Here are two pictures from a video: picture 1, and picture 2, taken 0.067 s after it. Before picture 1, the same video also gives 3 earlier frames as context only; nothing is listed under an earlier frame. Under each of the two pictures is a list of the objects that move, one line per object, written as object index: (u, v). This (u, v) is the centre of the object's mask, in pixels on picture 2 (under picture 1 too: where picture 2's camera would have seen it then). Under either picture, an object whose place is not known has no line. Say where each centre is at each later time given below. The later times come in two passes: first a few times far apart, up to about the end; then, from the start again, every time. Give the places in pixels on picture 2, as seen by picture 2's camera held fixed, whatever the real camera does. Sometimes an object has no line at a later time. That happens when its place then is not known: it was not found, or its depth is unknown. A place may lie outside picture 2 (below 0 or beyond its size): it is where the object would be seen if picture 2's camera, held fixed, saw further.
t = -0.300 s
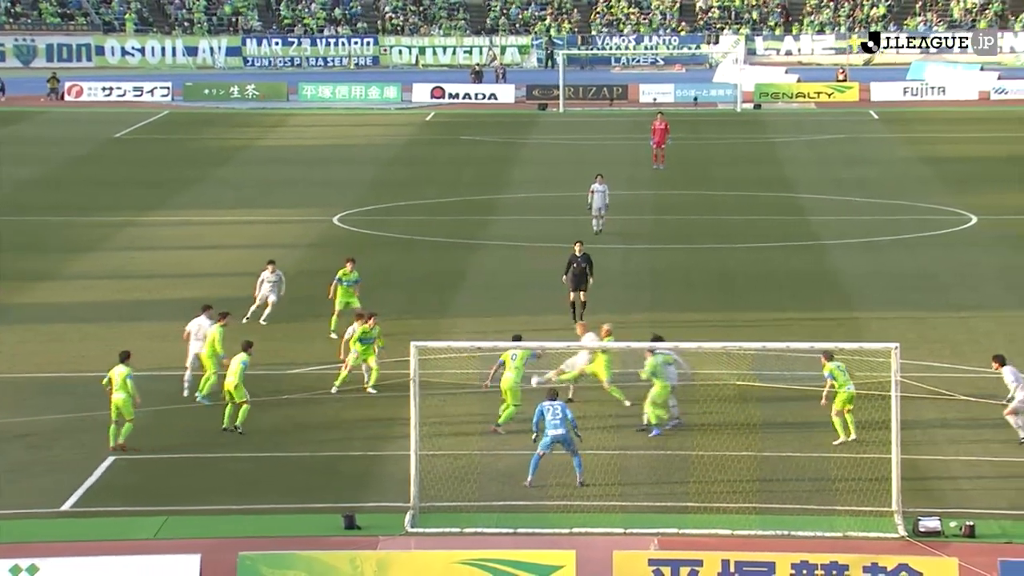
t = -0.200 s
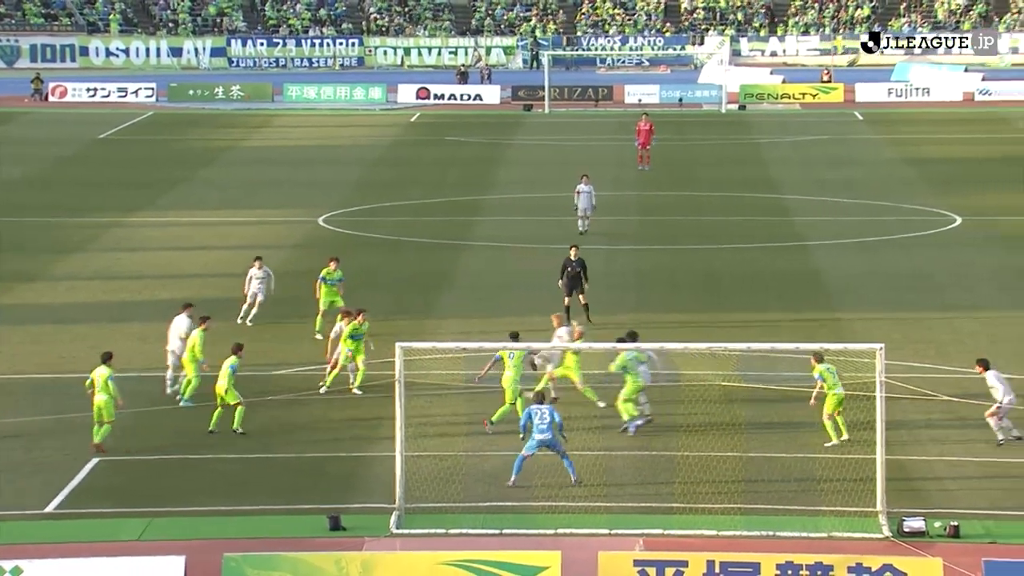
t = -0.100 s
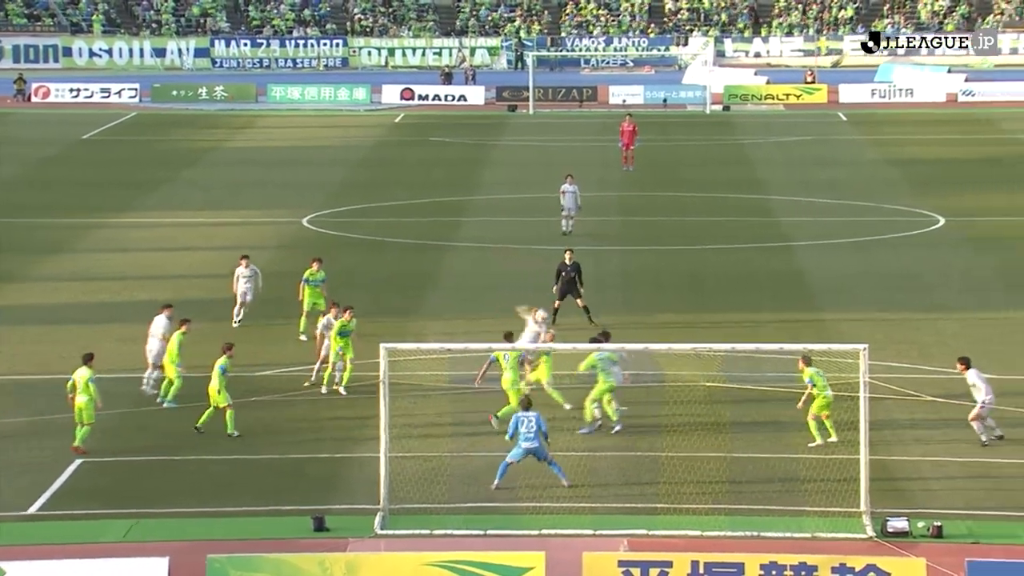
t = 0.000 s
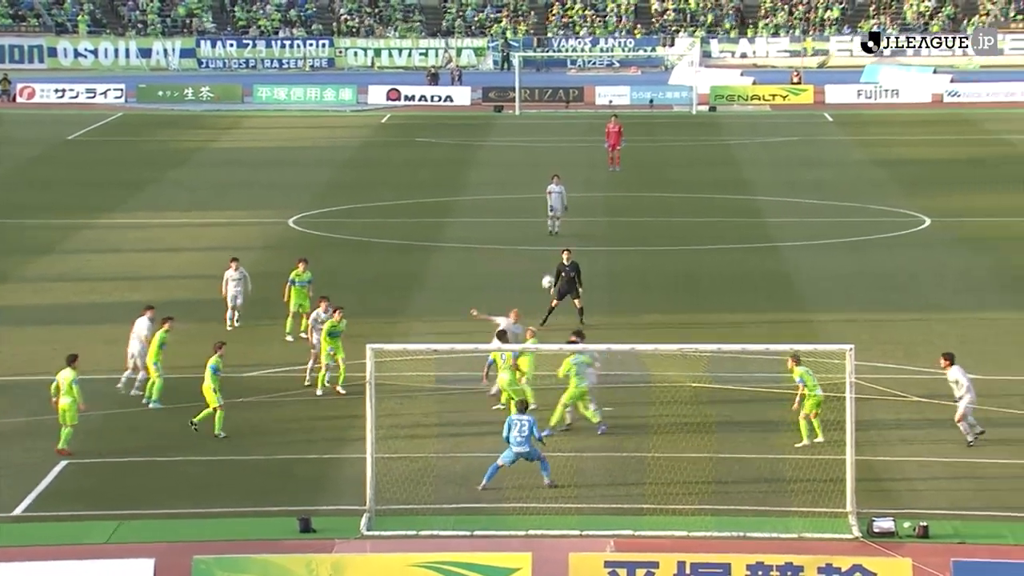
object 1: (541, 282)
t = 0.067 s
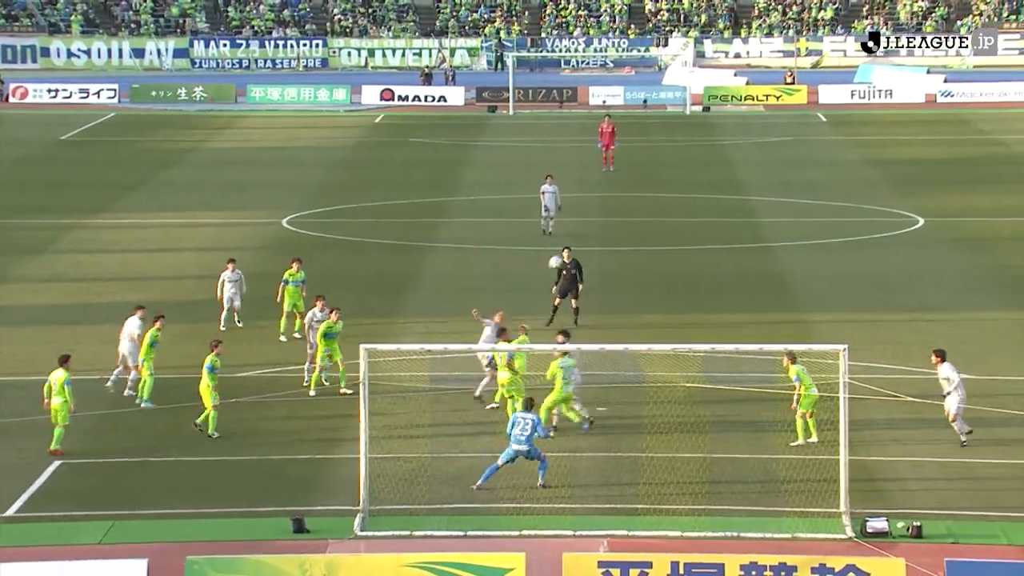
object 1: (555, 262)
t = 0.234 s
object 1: (589, 224)
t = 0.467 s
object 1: (638, 198)
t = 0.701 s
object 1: (688, 202)
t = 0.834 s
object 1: (717, 218)
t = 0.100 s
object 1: (560, 253)
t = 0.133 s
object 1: (568, 244)
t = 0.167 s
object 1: (576, 237)
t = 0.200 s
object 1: (582, 230)
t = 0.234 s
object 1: (589, 224)
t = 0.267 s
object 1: (596, 218)
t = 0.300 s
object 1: (603, 213)
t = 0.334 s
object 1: (610, 209)
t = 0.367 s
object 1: (617, 205)
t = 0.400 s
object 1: (624, 202)
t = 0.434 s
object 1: (632, 199)
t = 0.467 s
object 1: (638, 198)
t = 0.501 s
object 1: (646, 196)
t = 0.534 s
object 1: (653, 195)
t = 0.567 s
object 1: (660, 196)
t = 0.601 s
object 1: (667, 196)
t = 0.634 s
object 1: (674, 197)
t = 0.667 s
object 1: (681, 199)
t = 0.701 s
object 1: (688, 202)
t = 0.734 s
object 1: (695, 205)
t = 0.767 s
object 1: (703, 209)
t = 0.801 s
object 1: (710, 213)
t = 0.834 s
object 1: (717, 218)
